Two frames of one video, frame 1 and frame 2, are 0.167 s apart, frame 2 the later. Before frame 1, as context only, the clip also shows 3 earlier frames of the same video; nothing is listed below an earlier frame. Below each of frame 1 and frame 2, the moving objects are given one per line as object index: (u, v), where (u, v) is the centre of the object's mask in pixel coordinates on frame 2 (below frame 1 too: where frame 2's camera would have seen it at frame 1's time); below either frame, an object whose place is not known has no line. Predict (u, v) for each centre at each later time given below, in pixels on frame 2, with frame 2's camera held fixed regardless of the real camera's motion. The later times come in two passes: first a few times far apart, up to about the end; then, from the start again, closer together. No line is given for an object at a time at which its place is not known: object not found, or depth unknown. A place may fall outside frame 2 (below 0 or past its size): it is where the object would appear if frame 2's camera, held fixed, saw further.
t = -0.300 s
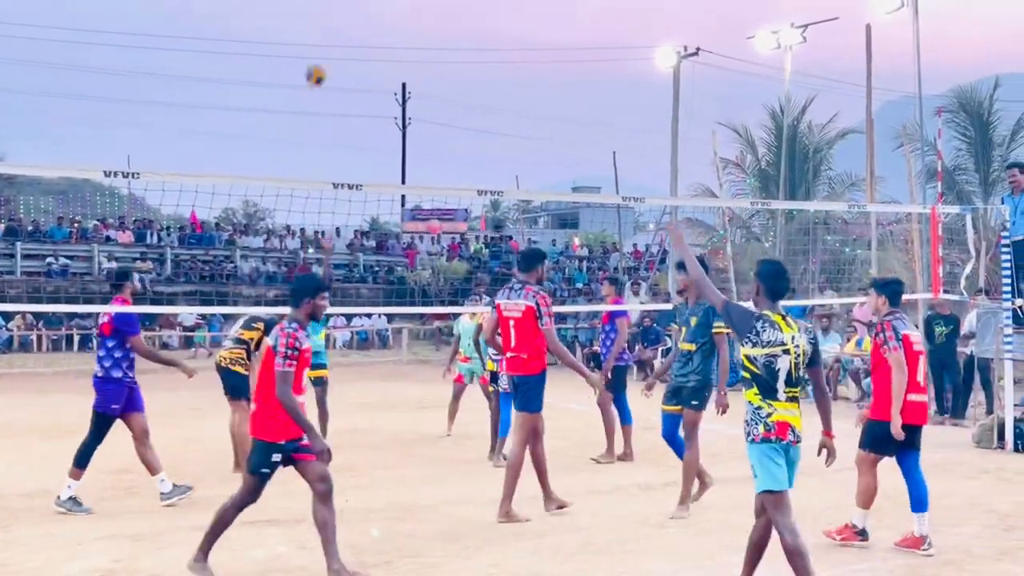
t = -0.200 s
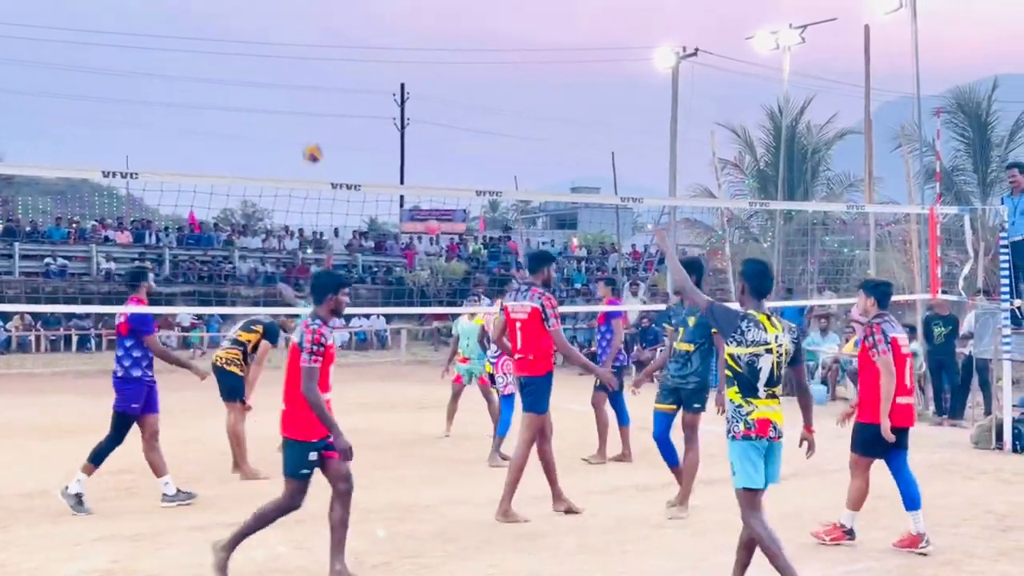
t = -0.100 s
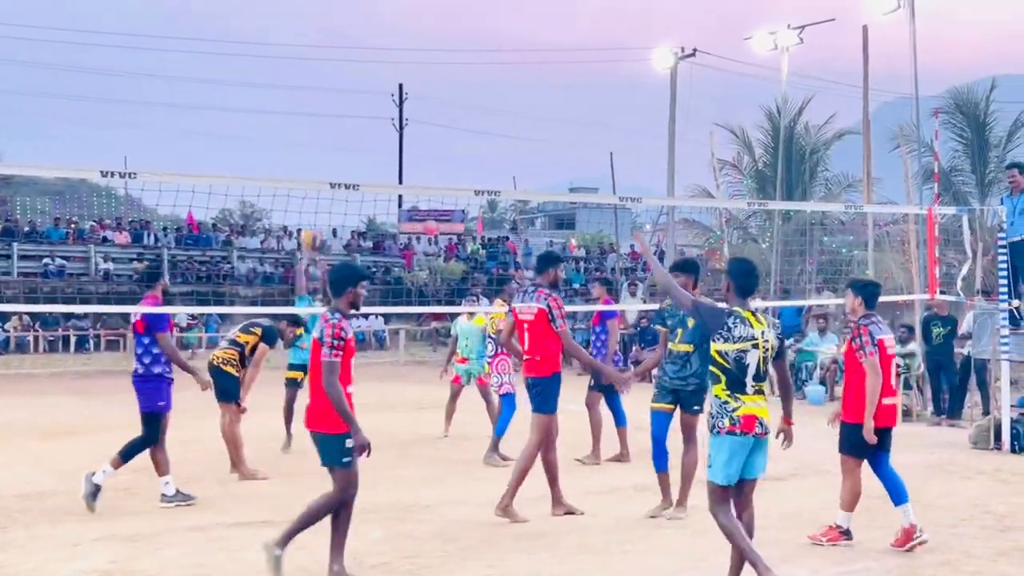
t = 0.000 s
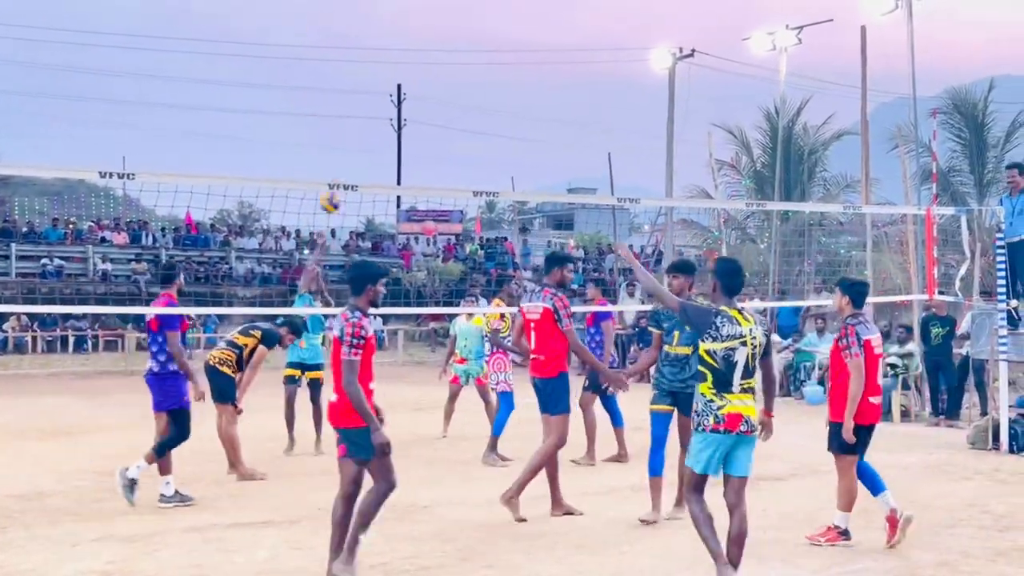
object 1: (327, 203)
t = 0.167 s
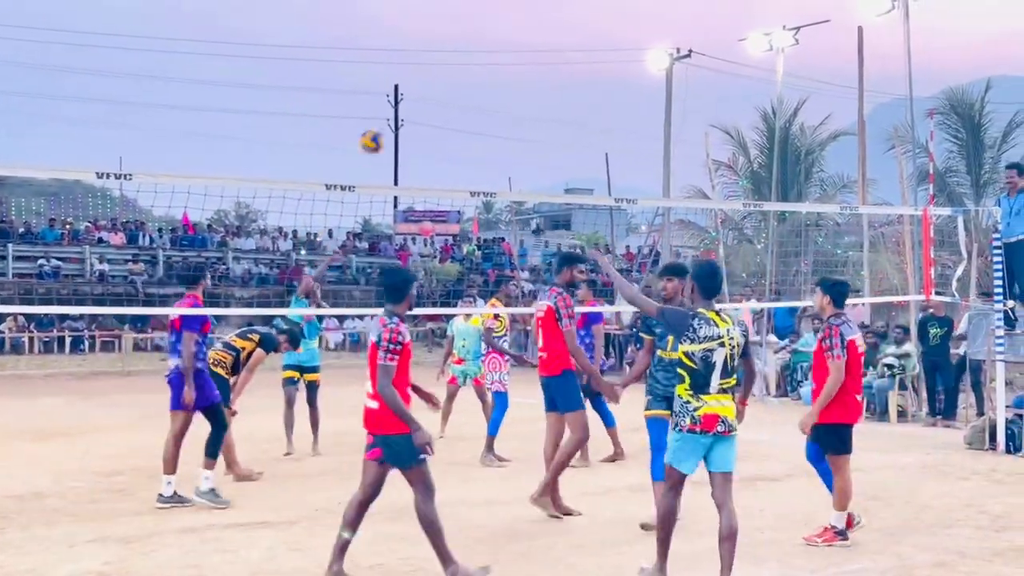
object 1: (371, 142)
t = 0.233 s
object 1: (392, 124)
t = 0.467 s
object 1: (480, 104)
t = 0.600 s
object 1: (546, 135)
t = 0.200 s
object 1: (382, 131)
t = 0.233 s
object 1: (392, 124)
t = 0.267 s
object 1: (403, 117)
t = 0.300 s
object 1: (415, 110)
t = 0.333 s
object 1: (427, 106)
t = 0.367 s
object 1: (440, 103)
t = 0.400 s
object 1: (452, 102)
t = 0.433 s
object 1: (466, 102)
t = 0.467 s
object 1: (480, 104)
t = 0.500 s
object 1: (496, 108)
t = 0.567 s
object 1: (528, 124)
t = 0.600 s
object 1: (546, 135)
